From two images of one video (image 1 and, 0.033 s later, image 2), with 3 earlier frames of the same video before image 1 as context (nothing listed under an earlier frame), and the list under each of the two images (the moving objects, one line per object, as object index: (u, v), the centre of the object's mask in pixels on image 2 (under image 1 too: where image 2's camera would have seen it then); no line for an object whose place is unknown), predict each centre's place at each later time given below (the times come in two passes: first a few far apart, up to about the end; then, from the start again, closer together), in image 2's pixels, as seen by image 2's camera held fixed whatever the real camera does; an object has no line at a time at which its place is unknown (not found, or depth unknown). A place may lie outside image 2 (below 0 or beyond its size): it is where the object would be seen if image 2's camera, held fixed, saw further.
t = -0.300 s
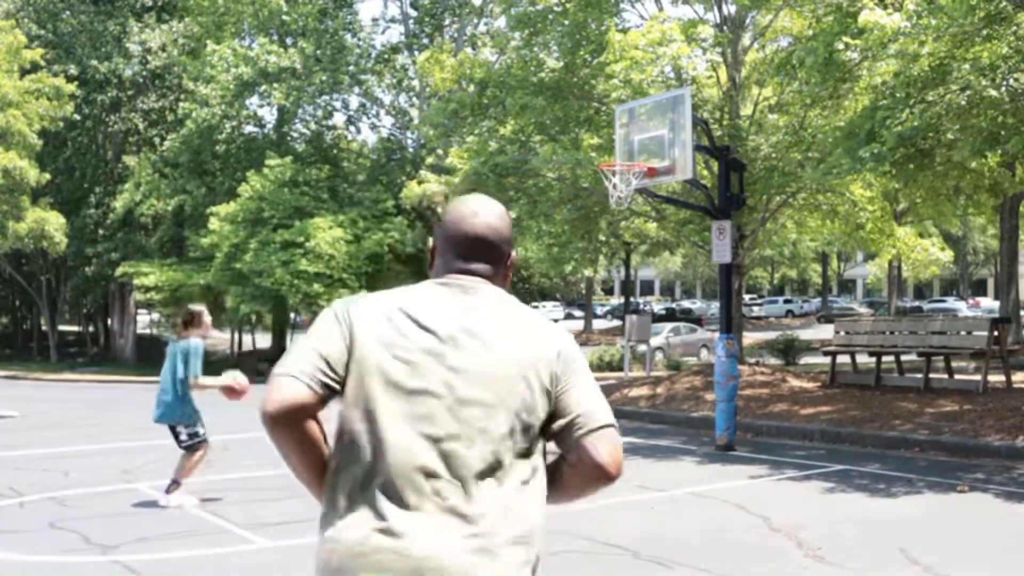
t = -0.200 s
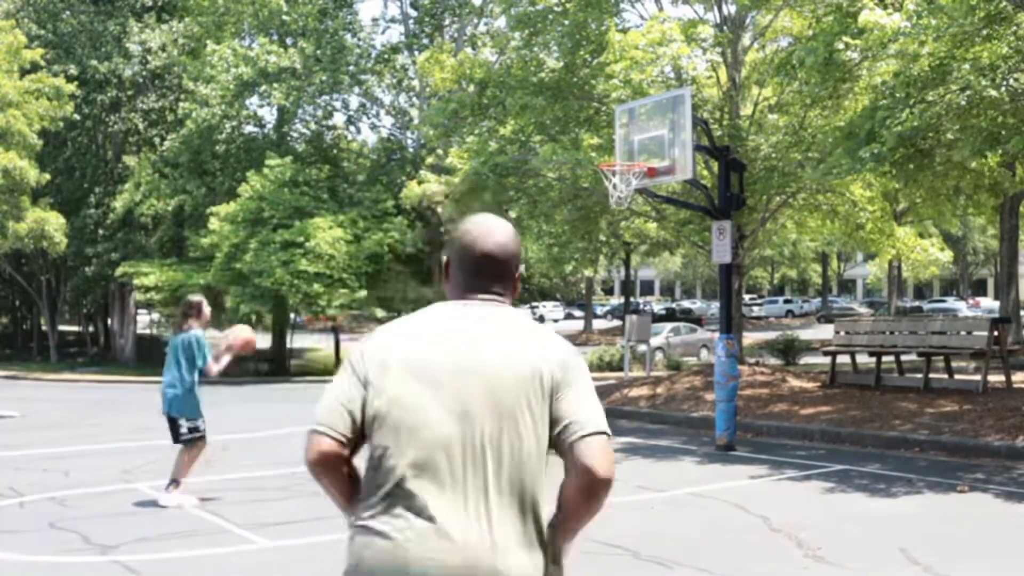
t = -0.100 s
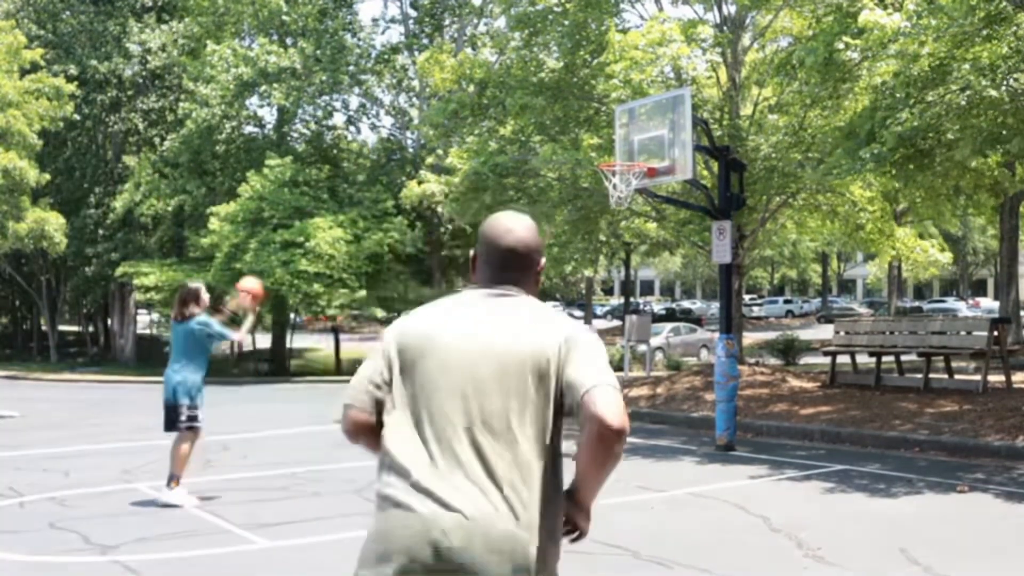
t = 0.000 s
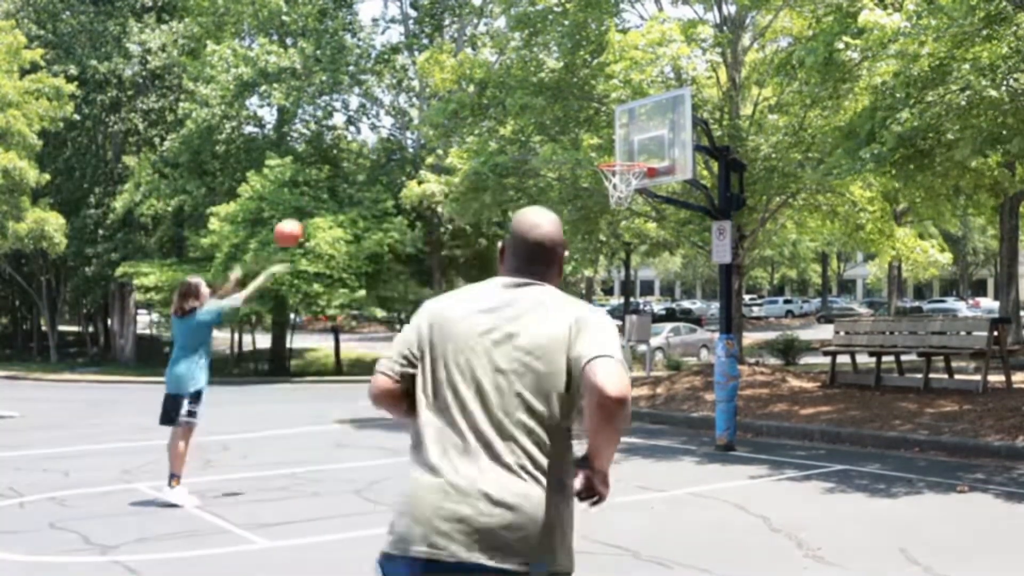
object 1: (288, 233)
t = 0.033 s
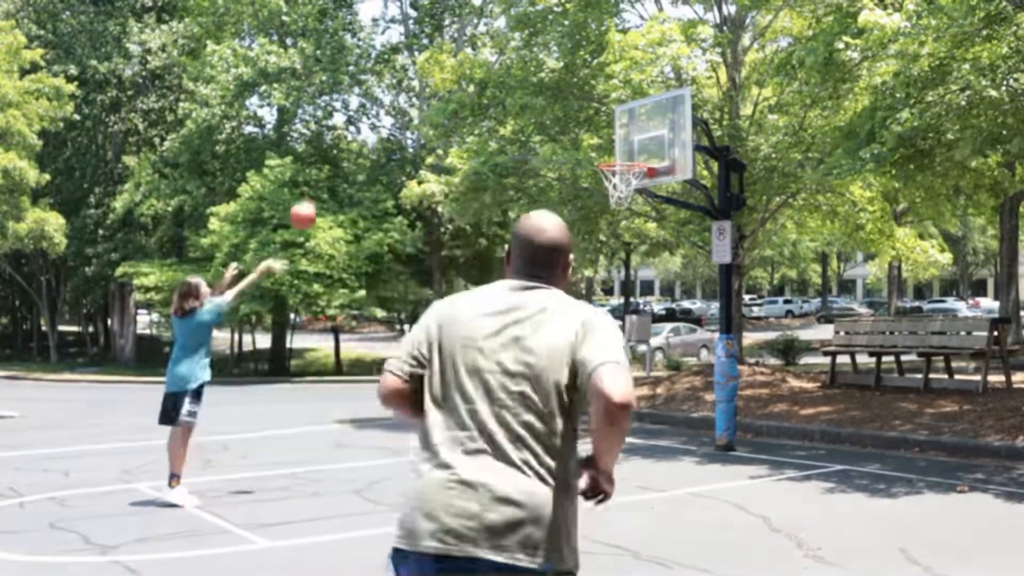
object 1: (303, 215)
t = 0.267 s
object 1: (406, 132)
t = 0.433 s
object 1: (468, 112)
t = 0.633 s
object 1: (540, 122)
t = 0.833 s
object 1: (584, 161)
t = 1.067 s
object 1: (518, 178)
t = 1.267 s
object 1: (464, 233)
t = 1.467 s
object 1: (414, 317)
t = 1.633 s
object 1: (373, 414)
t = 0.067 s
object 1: (320, 199)
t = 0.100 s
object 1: (335, 185)
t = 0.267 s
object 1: (406, 132)
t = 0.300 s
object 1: (419, 124)
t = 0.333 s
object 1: (431, 120)
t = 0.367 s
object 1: (446, 115)
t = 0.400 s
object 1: (456, 113)
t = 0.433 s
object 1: (468, 112)
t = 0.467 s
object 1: (481, 110)
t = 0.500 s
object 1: (492, 110)
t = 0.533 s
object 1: (504, 112)
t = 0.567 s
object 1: (516, 115)
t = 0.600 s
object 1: (527, 118)
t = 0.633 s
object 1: (540, 122)
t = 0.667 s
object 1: (550, 129)
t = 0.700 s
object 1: (560, 134)
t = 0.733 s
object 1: (570, 142)
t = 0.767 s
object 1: (581, 152)
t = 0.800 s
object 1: (590, 160)
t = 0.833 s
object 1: (584, 161)
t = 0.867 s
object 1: (572, 160)
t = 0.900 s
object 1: (563, 161)
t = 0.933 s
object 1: (554, 161)
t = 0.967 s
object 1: (544, 164)
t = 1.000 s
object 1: (535, 167)
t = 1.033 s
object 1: (526, 173)
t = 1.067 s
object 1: (518, 178)
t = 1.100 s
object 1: (508, 185)
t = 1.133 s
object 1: (500, 193)
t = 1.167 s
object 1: (490, 200)
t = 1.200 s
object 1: (482, 210)
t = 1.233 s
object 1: (473, 221)
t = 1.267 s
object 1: (464, 233)
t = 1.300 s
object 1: (456, 244)
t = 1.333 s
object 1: (447, 258)
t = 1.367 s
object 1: (439, 271)
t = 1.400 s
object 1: (431, 286)
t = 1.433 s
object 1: (422, 302)
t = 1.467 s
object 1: (414, 317)
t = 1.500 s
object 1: (407, 336)
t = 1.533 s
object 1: (397, 357)
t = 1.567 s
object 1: (389, 372)
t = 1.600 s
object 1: (381, 393)
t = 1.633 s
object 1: (373, 414)
